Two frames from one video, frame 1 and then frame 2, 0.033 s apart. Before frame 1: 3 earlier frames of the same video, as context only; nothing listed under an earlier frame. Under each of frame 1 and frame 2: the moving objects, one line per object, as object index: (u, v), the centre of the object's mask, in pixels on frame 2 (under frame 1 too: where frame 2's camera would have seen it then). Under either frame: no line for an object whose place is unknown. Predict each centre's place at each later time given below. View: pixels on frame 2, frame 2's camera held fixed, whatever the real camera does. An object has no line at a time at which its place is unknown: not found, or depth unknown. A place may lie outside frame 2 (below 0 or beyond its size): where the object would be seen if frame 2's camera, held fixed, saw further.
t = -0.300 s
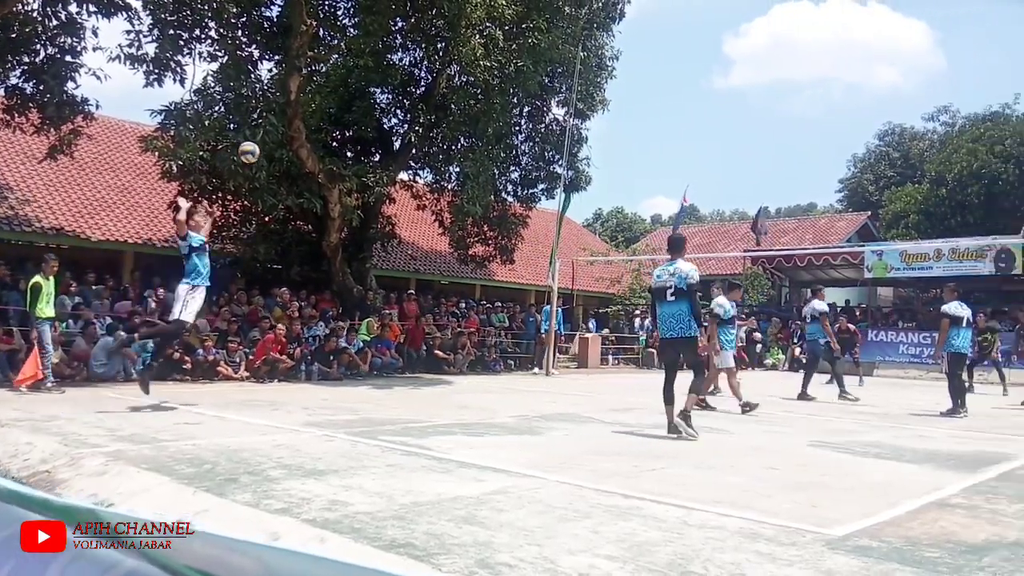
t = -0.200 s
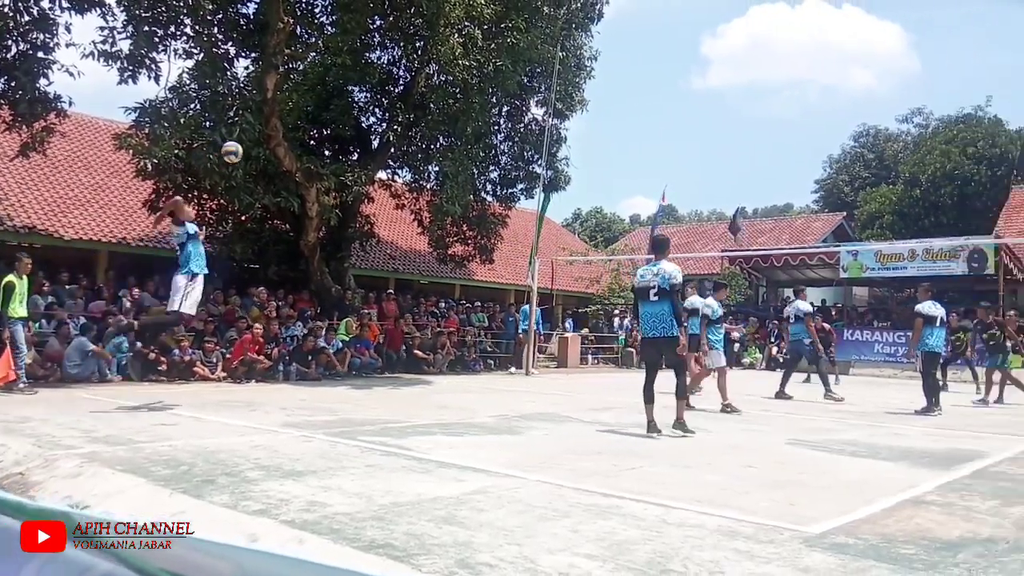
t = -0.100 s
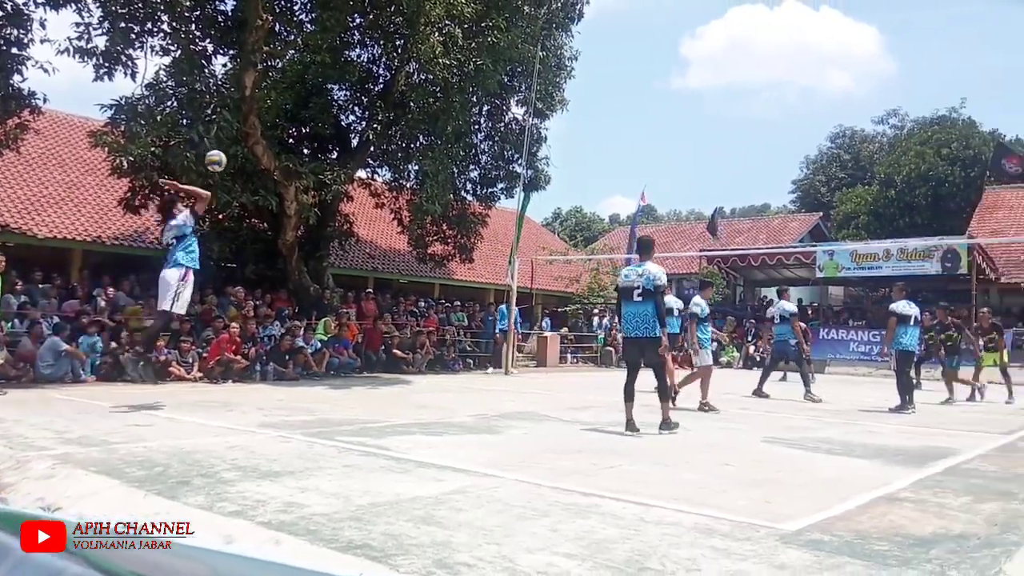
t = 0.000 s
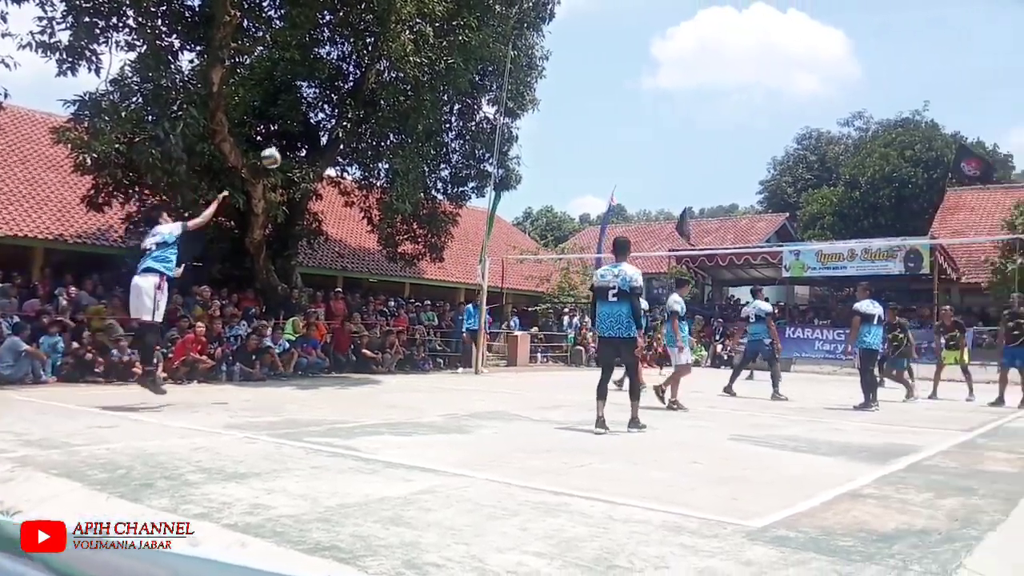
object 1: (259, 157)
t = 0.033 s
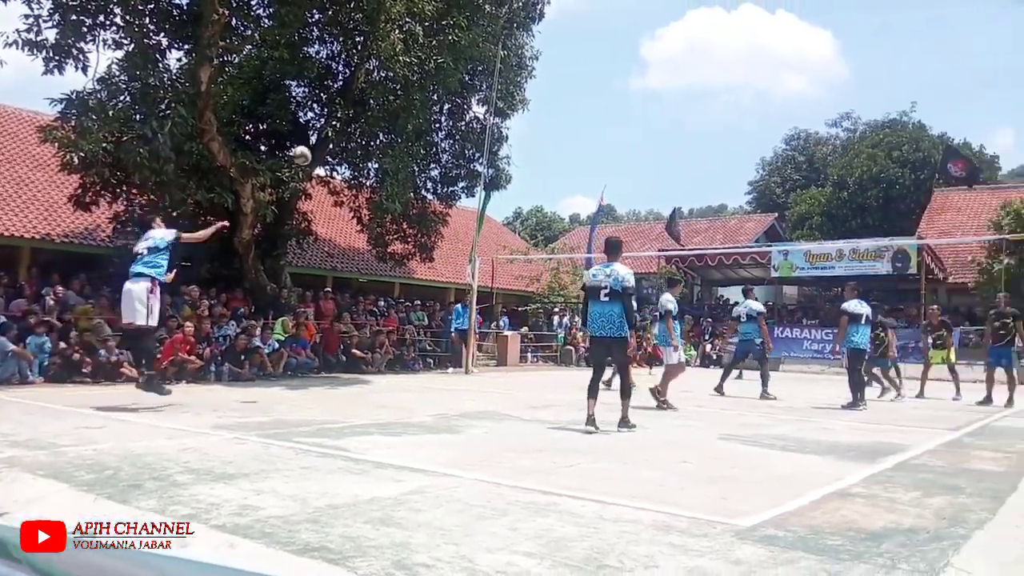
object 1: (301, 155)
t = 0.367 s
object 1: (593, 169)
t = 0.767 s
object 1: (793, 237)
